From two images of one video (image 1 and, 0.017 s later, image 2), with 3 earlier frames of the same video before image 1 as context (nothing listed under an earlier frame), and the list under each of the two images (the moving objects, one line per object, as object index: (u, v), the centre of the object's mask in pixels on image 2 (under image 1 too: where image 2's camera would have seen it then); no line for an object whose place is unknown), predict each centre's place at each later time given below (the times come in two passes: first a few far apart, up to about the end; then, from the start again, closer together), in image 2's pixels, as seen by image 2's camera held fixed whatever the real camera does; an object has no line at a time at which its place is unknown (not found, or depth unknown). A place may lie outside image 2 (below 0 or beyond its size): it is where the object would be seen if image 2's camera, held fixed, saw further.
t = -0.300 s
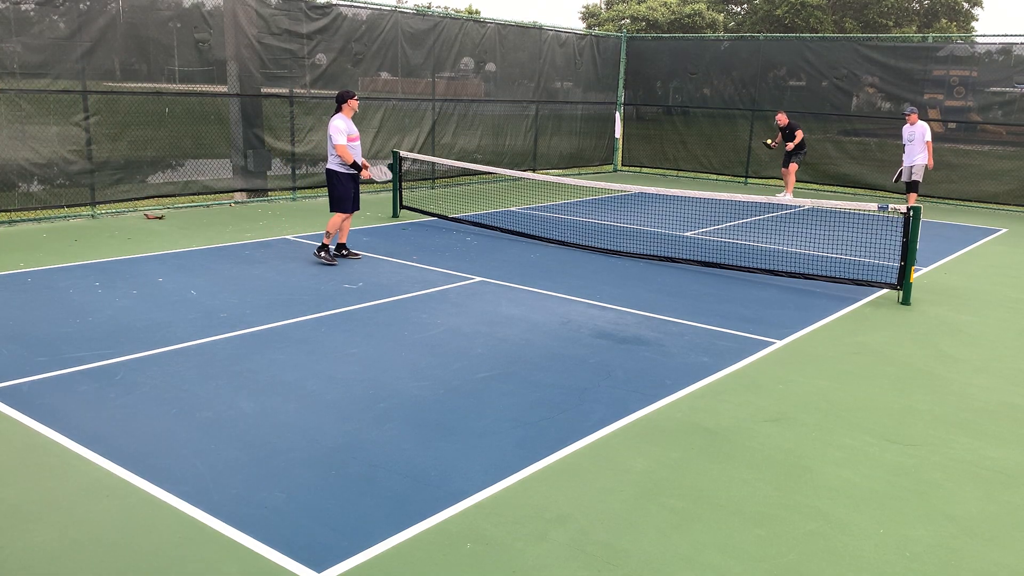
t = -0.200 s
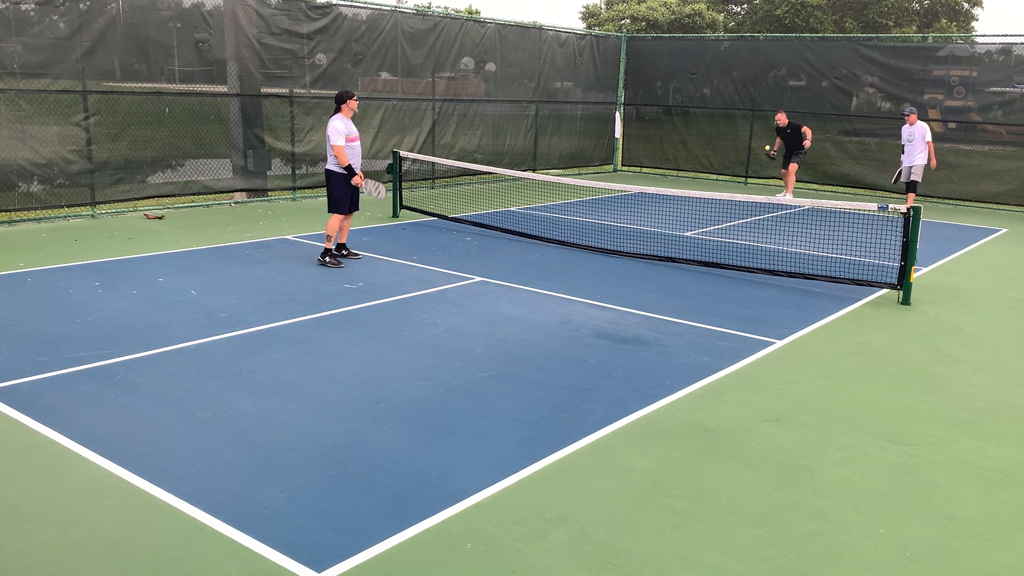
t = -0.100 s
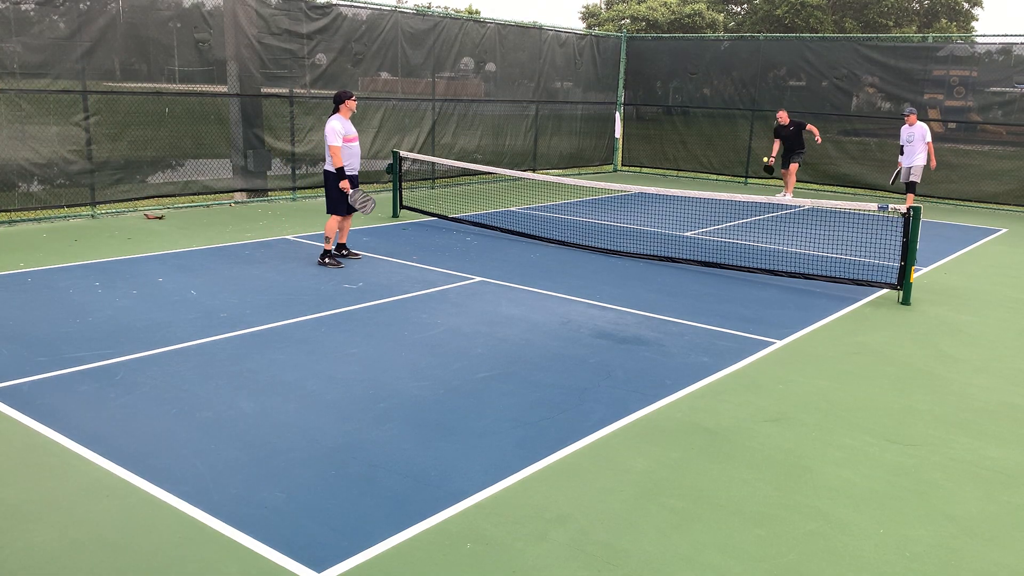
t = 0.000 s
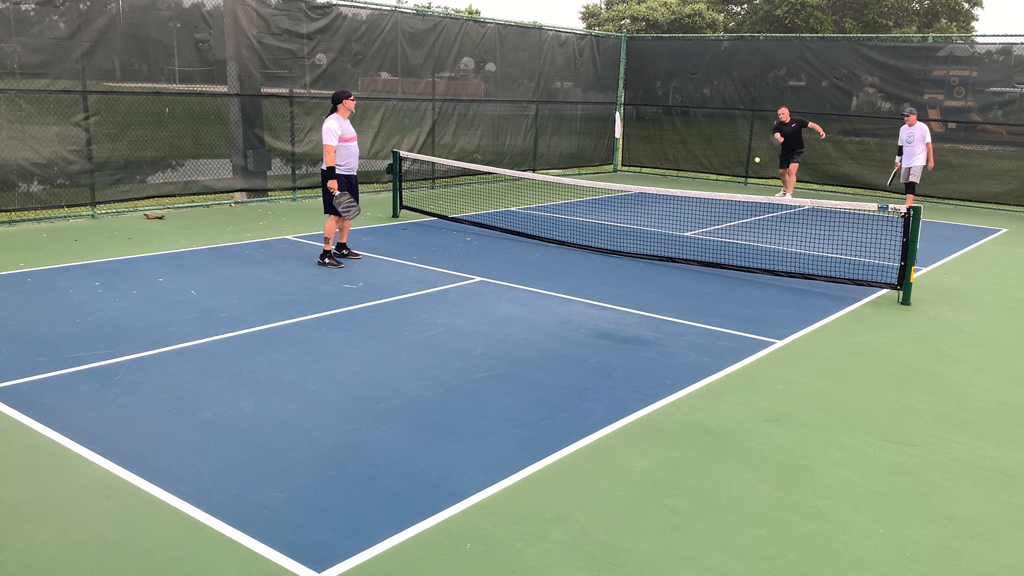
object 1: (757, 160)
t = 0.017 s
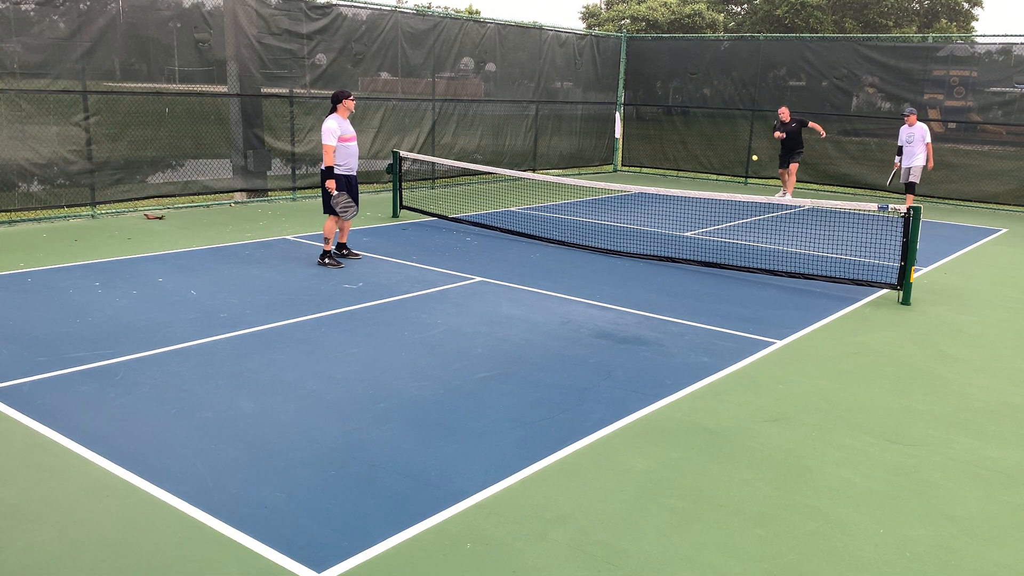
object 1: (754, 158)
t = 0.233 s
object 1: (711, 147)
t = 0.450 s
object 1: (640, 184)
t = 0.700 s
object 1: (504, 334)
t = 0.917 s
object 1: (374, 311)
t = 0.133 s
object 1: (734, 148)
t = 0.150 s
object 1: (731, 147)
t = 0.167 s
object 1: (727, 147)
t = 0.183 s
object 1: (723, 146)
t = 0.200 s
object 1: (720, 146)
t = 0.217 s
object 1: (716, 147)
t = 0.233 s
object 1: (711, 147)
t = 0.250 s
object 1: (707, 148)
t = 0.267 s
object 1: (703, 149)
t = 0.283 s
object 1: (698, 151)
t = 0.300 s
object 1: (693, 153)
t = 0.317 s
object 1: (688, 155)
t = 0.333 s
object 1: (683, 157)
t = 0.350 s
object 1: (677, 160)
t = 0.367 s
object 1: (672, 163)
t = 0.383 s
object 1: (666, 167)
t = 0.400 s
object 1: (660, 171)
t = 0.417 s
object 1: (653, 175)
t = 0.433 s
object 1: (647, 180)
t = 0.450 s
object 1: (640, 184)
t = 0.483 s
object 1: (626, 197)
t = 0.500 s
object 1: (618, 203)
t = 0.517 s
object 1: (610, 211)
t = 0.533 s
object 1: (602, 218)
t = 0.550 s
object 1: (594, 227)
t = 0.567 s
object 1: (585, 236)
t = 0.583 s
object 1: (576, 246)
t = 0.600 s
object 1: (567, 256)
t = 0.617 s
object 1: (557, 267)
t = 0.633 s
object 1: (547, 279)
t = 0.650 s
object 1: (537, 291)
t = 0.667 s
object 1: (526, 304)
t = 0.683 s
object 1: (515, 319)
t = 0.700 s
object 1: (504, 334)
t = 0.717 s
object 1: (492, 348)
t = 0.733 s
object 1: (484, 345)
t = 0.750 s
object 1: (475, 340)
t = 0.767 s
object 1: (467, 336)
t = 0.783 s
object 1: (458, 331)
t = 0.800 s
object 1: (449, 328)
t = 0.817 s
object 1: (439, 324)
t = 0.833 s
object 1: (430, 321)
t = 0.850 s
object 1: (419, 318)
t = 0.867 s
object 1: (409, 316)
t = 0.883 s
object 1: (398, 313)
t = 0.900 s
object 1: (386, 312)
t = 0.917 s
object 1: (374, 311)
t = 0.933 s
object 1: (361, 311)
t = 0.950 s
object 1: (348, 311)
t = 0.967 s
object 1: (334, 311)
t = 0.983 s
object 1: (320, 313)
